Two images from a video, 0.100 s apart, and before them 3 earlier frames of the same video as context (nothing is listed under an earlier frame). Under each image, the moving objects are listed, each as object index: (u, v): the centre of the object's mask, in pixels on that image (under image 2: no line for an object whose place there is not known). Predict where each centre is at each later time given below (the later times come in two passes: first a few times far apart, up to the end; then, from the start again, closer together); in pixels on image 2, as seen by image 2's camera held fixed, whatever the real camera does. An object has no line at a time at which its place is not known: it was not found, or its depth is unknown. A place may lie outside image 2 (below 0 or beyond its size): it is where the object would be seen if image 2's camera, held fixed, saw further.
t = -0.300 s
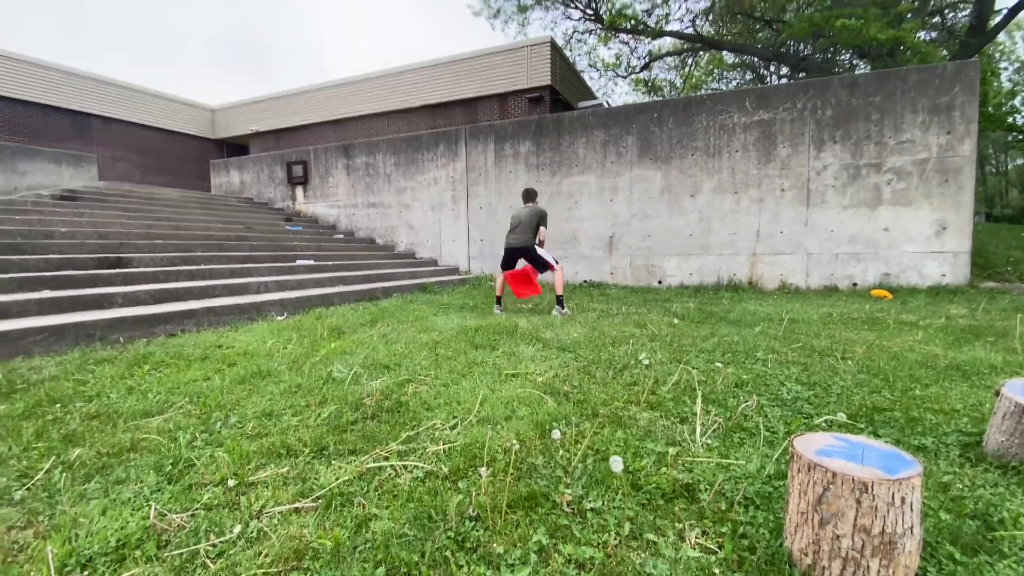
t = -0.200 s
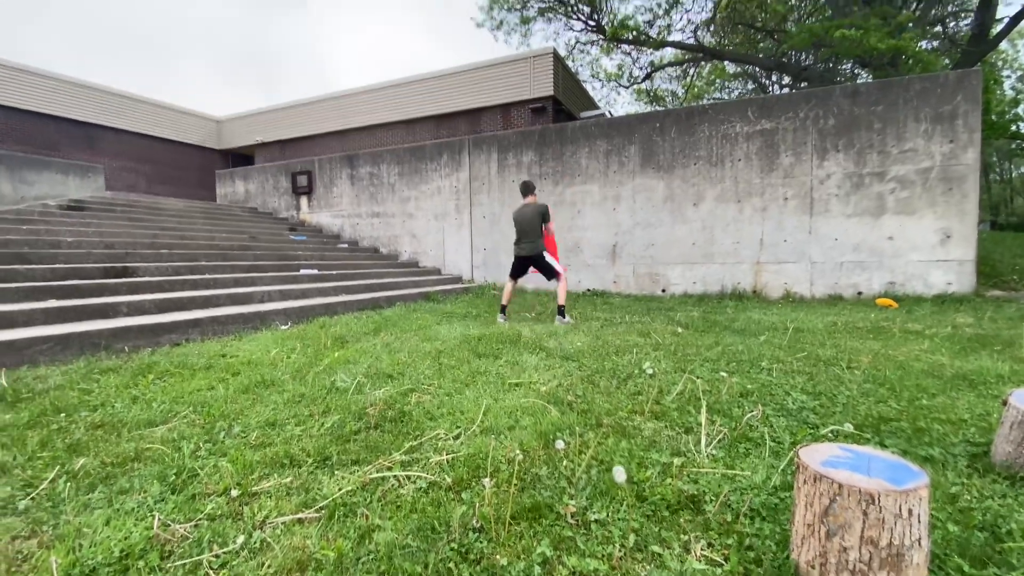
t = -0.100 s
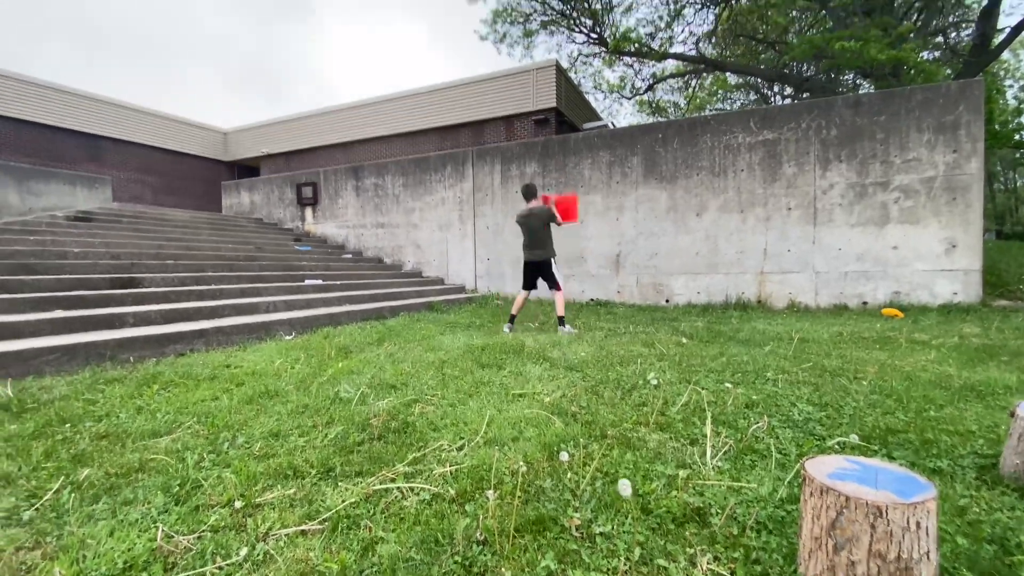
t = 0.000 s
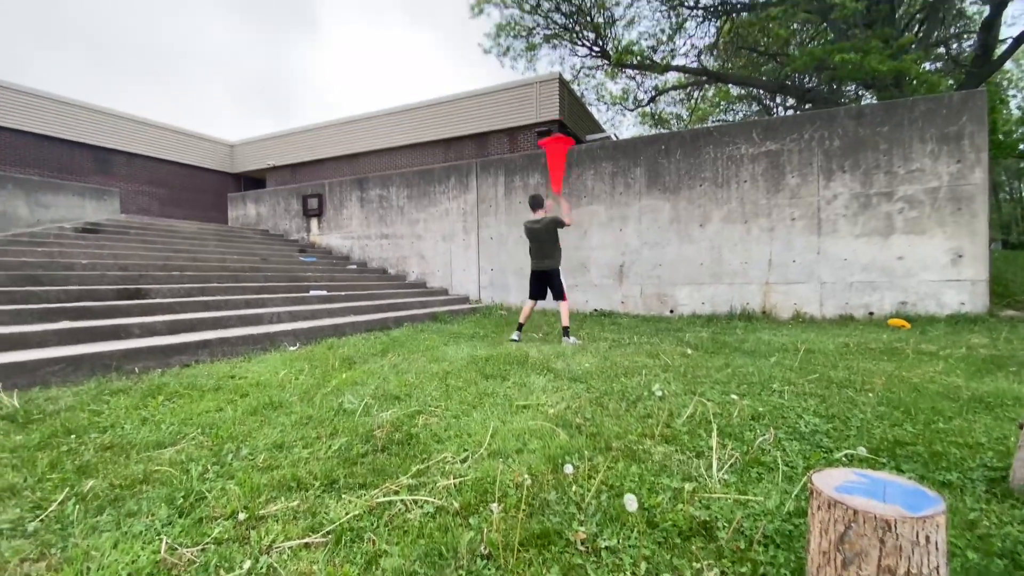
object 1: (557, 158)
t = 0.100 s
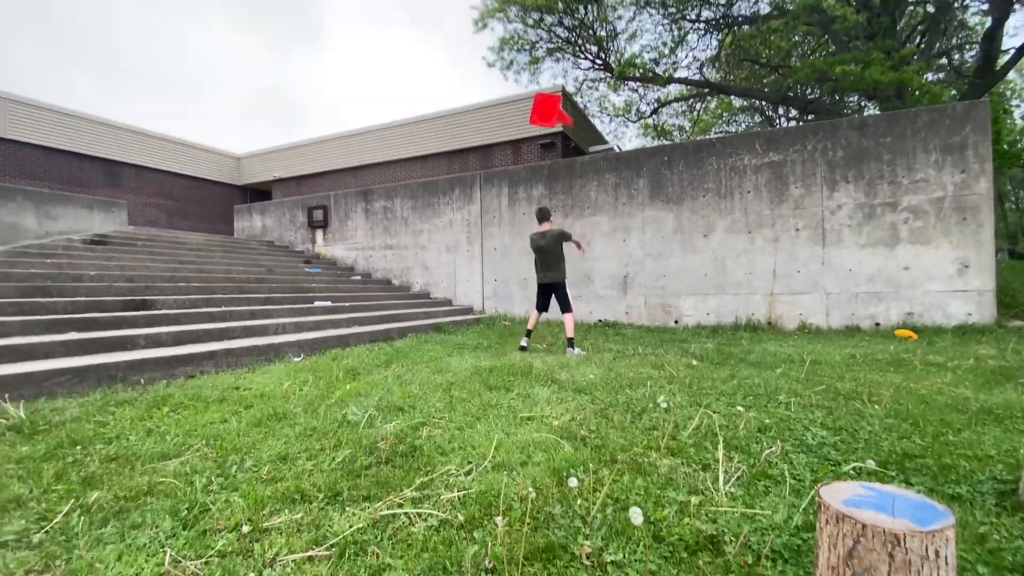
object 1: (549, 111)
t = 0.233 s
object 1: (538, 43)
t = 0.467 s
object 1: (521, -27)
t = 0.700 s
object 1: (500, -62)
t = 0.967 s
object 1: (469, -28)
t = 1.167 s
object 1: (461, 64)
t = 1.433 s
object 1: (435, 292)
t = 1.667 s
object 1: (426, 347)
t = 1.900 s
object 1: (419, 363)
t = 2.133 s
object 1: (421, 376)
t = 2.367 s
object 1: (419, 377)
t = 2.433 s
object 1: (419, 377)
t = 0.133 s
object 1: (545, 99)
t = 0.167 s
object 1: (546, 80)
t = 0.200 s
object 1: (543, 58)
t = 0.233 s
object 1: (538, 43)
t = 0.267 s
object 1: (537, 35)
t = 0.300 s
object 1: (537, 26)
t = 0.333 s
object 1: (535, 10)
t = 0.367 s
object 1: (529, -3)
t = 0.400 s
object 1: (526, -8)
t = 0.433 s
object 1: (526, -13)
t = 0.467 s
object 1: (521, -27)
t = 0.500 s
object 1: (514, -38)
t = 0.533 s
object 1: (508, -42)
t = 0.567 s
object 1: (508, -45)
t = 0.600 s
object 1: (508, -49)
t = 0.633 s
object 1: (505, -57)
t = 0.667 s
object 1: (502, -60)
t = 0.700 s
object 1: (500, -62)
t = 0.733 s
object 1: (499, -63)
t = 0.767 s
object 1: (495, -68)
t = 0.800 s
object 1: (489, -63)
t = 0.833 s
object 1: (487, -54)
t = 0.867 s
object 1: (487, -44)
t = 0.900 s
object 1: (480, -45)
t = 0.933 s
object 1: (473, -40)
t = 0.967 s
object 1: (469, -28)
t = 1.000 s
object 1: (469, -16)
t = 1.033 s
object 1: (468, -8)
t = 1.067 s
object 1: (462, -4)
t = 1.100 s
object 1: (459, 18)
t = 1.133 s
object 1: (460, 43)
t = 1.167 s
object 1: (461, 64)
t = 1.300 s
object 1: (452, 169)
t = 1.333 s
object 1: (446, 190)
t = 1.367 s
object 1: (439, 220)
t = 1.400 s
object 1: (436, 257)
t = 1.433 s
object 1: (435, 292)
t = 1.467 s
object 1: (436, 323)
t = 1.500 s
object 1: (432, 367)
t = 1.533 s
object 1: (430, 372)
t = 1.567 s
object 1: (429, 366)
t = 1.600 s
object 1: (428, 358)
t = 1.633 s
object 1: (427, 351)
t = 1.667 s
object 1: (426, 347)
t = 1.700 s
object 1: (425, 344)
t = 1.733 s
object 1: (424, 343)
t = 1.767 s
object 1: (423, 343)
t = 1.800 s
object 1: (422, 346)
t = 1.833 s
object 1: (421, 350)
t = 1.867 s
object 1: (420, 356)
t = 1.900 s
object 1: (419, 363)
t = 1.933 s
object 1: (419, 373)
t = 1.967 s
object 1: (419, 375)
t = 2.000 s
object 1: (419, 376)
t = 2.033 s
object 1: (419, 376)
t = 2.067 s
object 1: (420, 376)
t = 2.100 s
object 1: (420, 376)
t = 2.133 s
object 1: (421, 376)
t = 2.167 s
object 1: (421, 377)
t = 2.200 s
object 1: (420, 377)
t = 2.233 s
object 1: (420, 377)
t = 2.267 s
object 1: (420, 378)
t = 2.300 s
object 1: (420, 378)
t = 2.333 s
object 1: (419, 378)
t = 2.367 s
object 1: (419, 377)
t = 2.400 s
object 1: (419, 377)
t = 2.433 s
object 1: (419, 377)
